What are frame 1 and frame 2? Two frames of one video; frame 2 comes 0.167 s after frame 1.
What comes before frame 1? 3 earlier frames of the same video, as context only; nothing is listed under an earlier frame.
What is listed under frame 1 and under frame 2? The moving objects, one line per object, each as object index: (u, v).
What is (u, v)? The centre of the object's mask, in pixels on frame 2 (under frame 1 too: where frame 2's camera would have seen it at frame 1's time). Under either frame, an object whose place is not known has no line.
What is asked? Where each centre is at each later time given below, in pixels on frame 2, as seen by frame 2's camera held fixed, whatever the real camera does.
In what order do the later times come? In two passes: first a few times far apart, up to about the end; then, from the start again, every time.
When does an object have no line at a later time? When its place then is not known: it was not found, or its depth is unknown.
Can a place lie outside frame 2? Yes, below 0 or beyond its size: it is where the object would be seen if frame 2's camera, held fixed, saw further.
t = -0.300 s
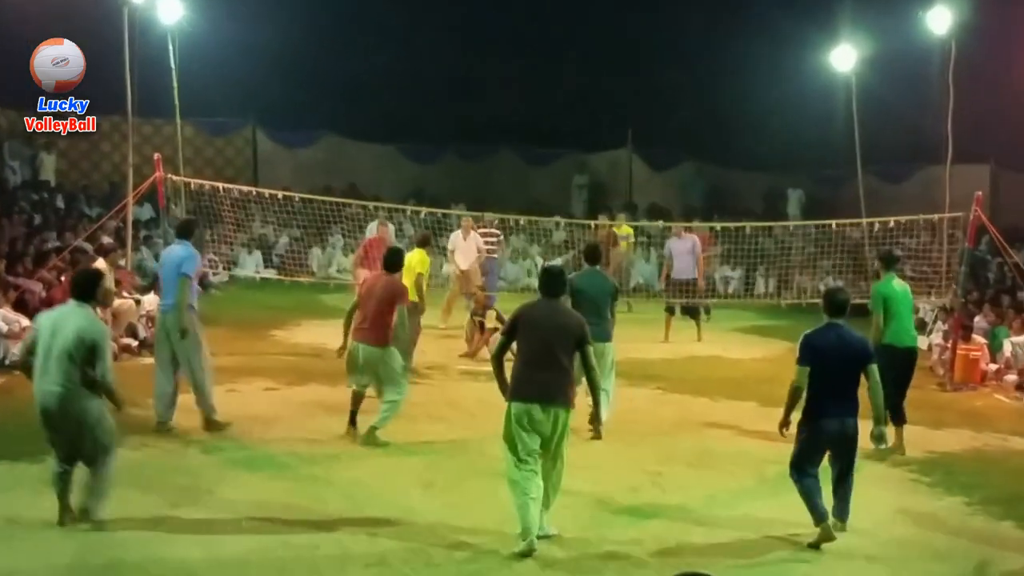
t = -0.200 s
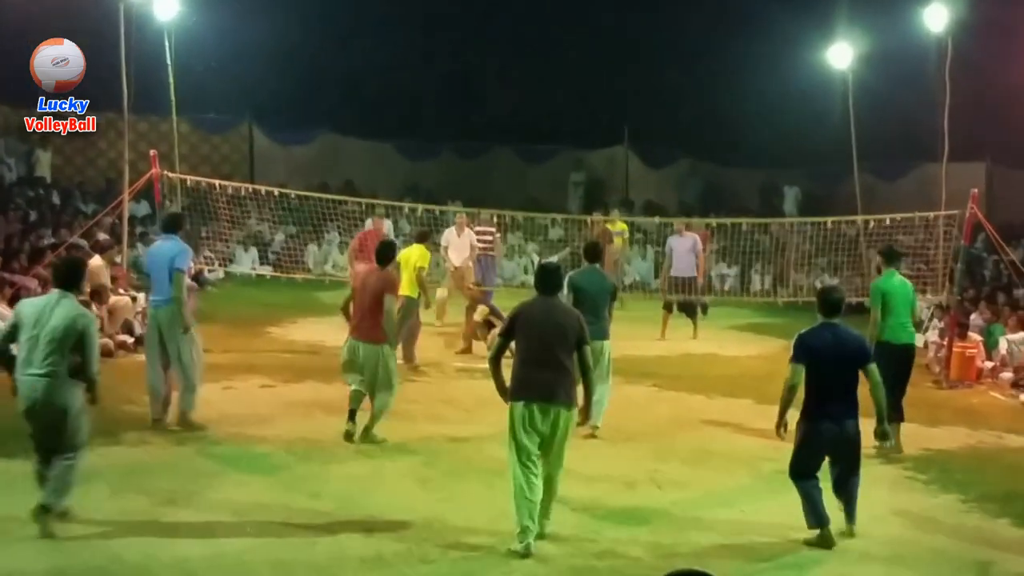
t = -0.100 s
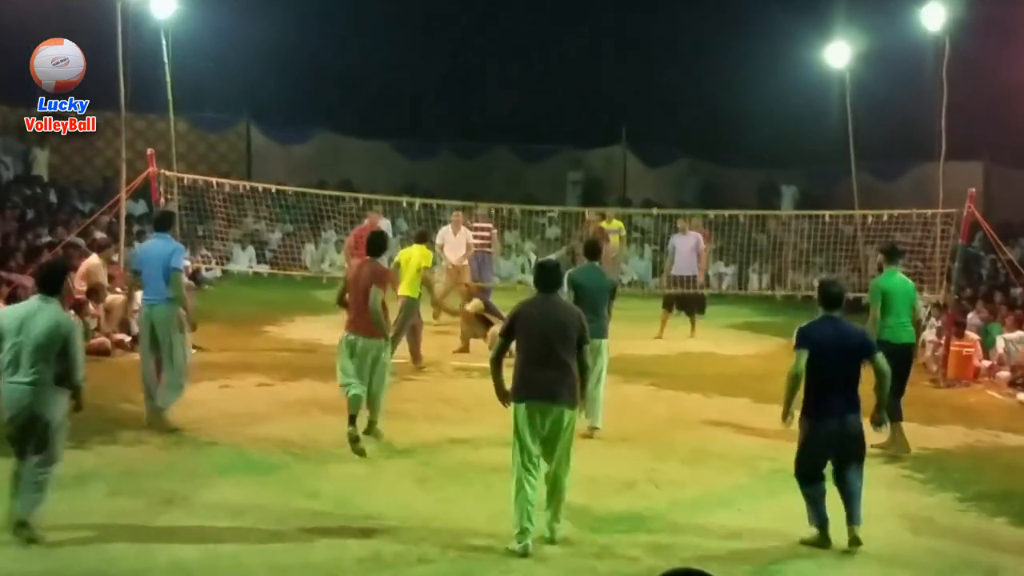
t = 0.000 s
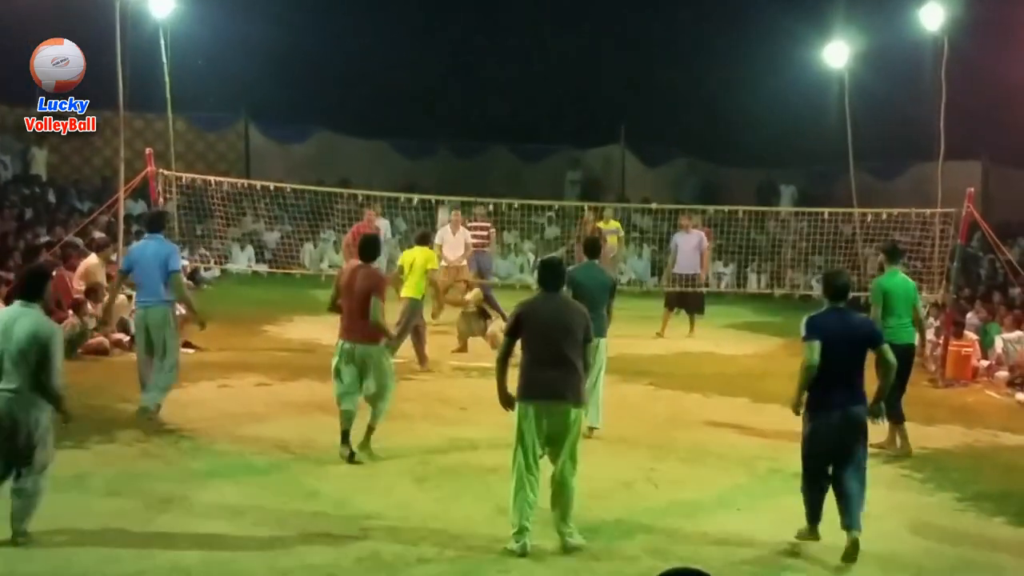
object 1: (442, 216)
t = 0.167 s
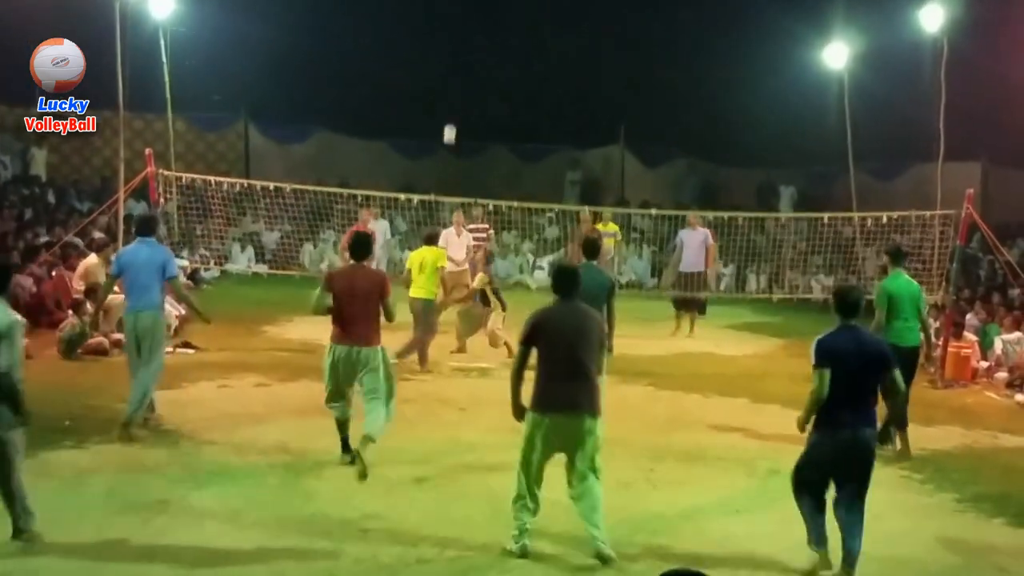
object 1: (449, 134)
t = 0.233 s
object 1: (451, 108)
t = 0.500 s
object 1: (460, 35)
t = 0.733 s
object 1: (466, 17)
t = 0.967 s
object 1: (470, 42)
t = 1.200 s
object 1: (472, 108)
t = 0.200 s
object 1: (450, 120)
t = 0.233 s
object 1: (451, 108)
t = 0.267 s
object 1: (453, 96)
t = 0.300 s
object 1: (454, 84)
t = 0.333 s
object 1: (455, 74)
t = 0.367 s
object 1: (456, 64)
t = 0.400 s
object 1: (457, 56)
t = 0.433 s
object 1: (458, 48)
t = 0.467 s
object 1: (459, 41)
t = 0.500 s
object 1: (460, 35)
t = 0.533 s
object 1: (461, 30)
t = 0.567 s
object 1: (462, 25)
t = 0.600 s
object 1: (463, 23)
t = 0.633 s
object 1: (464, 20)
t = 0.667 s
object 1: (464, 18)
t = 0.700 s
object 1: (465, 17)
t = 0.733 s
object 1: (466, 17)
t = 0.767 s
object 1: (467, 18)
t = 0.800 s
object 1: (467, 20)
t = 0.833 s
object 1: (467, 23)
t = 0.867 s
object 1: (468, 27)
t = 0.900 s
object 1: (469, 31)
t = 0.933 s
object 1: (469, 36)
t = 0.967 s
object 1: (470, 42)
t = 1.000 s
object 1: (470, 49)
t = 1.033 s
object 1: (470, 57)
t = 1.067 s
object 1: (471, 66)
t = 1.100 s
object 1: (471, 75)
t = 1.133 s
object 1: (471, 85)
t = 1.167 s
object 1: (472, 96)
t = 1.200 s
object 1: (472, 108)
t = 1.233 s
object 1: (472, 120)
